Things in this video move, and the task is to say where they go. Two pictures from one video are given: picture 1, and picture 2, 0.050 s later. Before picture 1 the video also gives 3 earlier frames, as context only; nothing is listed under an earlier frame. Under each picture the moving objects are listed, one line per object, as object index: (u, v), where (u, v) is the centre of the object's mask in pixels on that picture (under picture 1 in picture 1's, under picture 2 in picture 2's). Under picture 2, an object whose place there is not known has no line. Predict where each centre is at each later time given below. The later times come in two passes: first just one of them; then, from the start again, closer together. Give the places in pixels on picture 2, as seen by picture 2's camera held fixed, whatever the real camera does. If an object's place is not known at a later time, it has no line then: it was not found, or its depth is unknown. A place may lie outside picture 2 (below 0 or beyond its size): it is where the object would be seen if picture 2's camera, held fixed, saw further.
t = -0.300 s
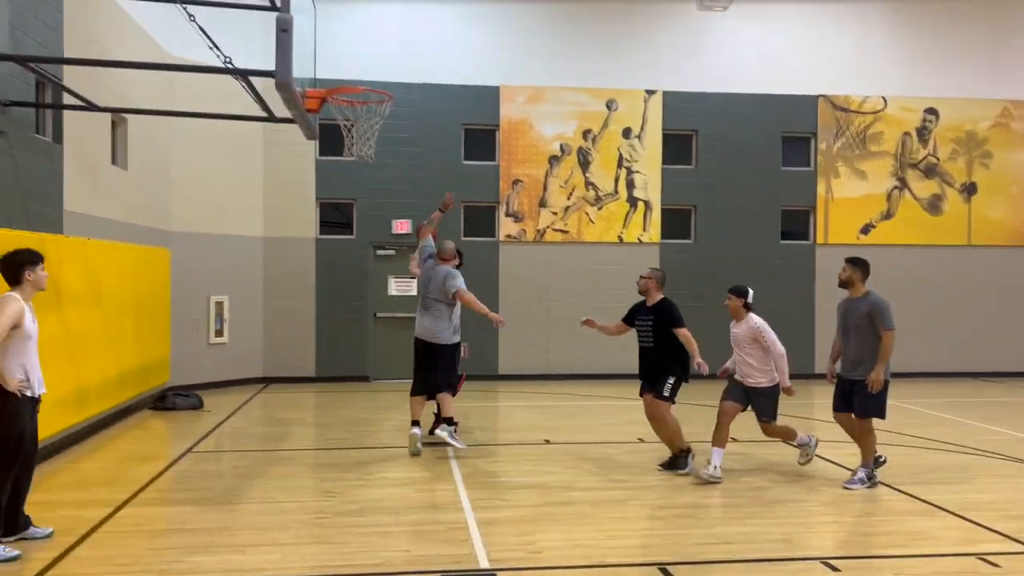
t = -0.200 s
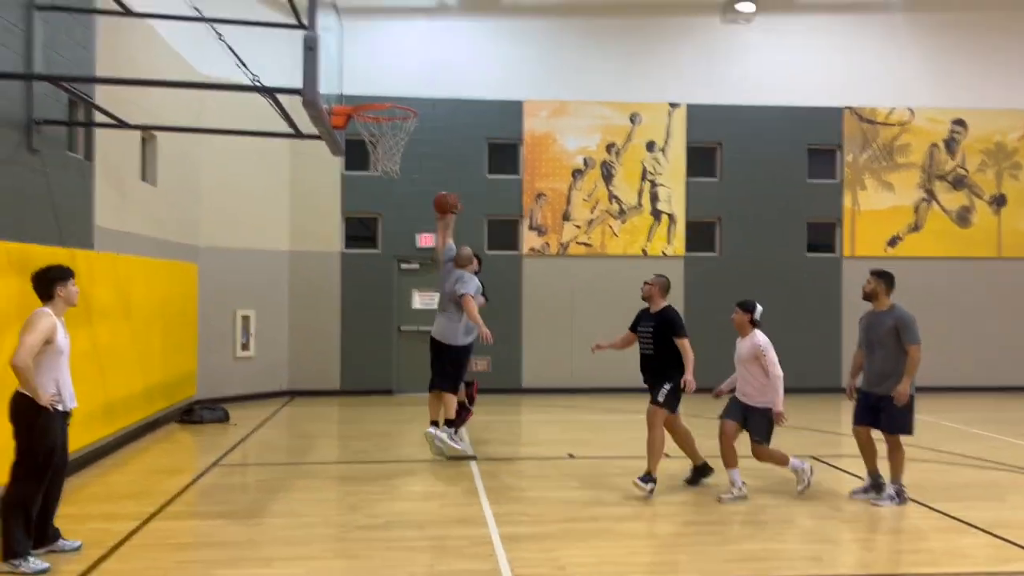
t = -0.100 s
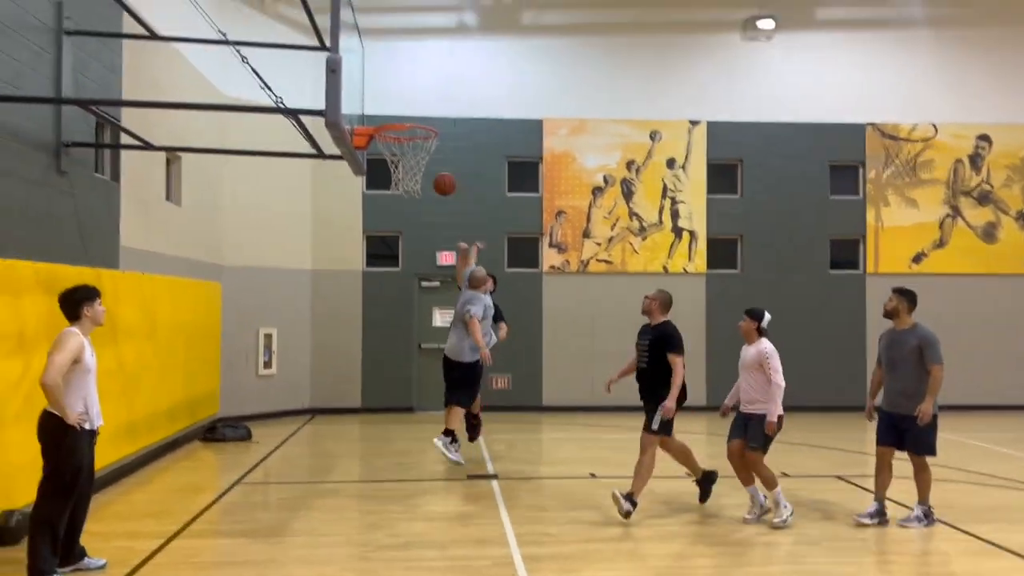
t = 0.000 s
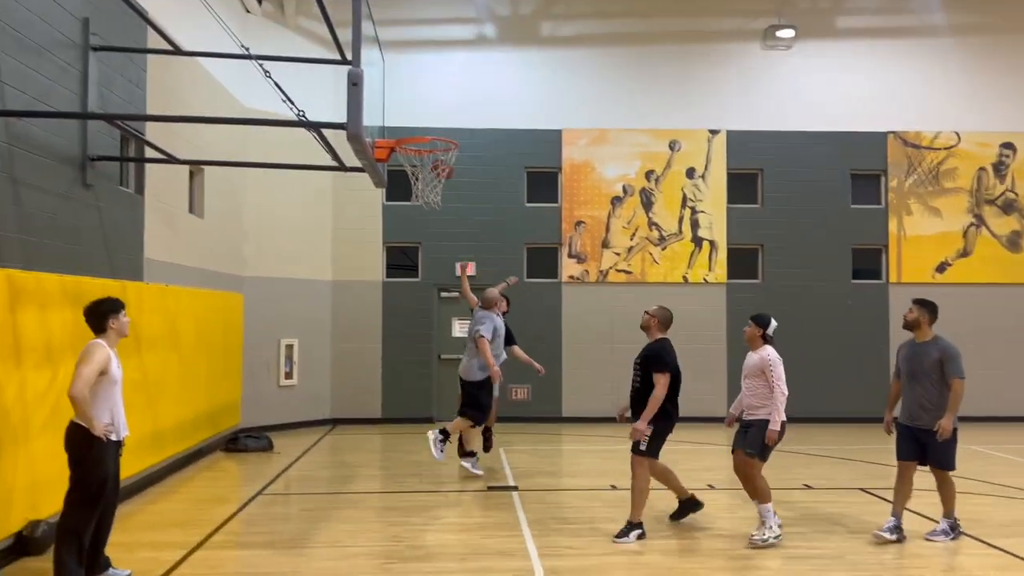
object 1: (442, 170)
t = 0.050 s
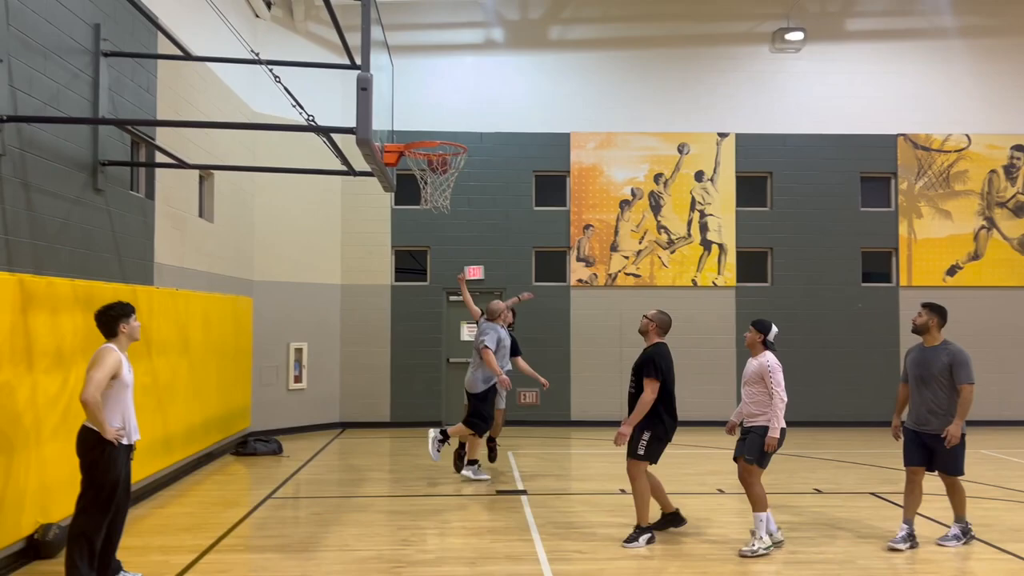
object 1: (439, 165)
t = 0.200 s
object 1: (406, 140)
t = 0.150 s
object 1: (415, 142)
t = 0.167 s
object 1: (411, 141)
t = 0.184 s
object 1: (407, 140)
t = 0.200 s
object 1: (406, 140)
